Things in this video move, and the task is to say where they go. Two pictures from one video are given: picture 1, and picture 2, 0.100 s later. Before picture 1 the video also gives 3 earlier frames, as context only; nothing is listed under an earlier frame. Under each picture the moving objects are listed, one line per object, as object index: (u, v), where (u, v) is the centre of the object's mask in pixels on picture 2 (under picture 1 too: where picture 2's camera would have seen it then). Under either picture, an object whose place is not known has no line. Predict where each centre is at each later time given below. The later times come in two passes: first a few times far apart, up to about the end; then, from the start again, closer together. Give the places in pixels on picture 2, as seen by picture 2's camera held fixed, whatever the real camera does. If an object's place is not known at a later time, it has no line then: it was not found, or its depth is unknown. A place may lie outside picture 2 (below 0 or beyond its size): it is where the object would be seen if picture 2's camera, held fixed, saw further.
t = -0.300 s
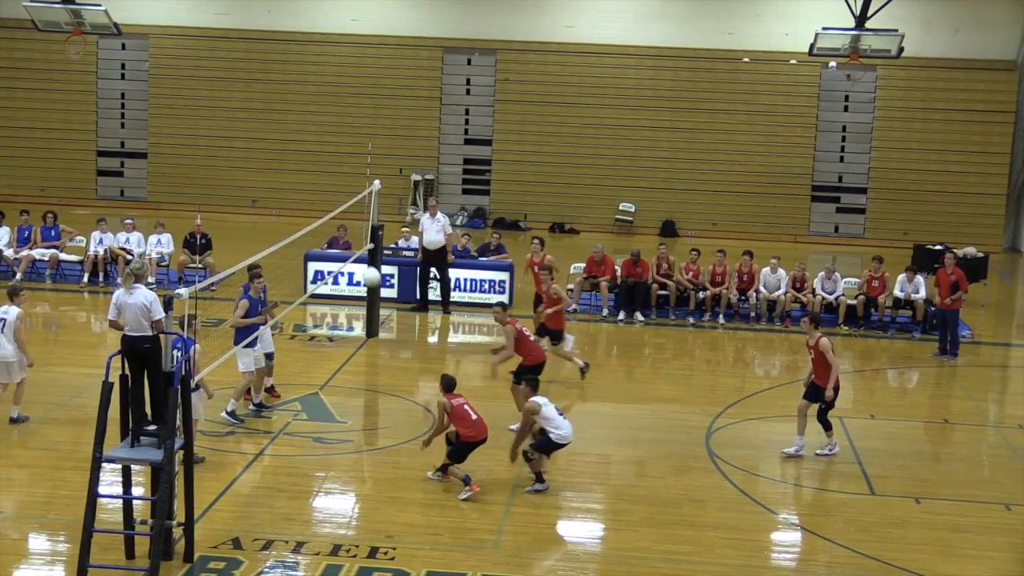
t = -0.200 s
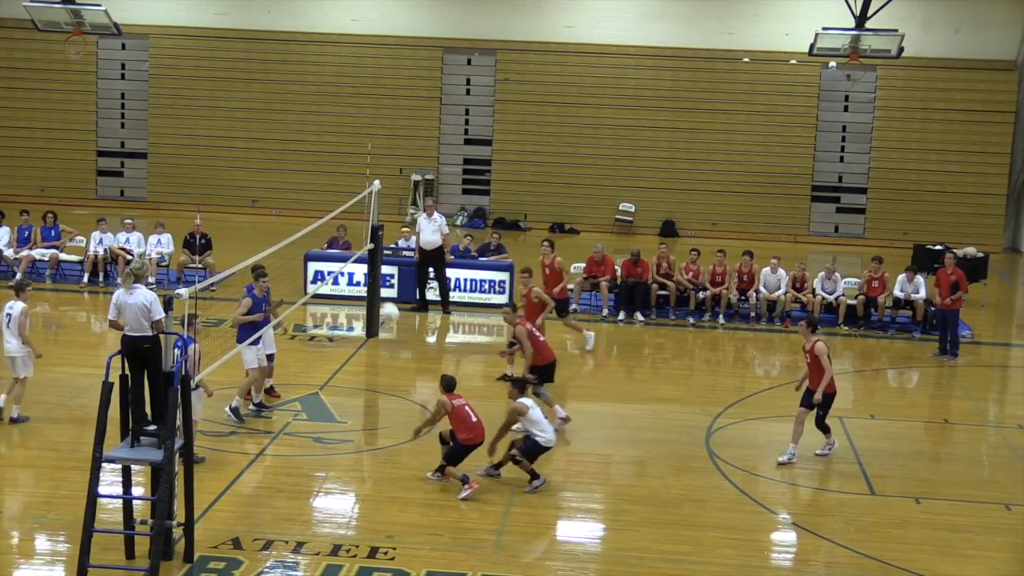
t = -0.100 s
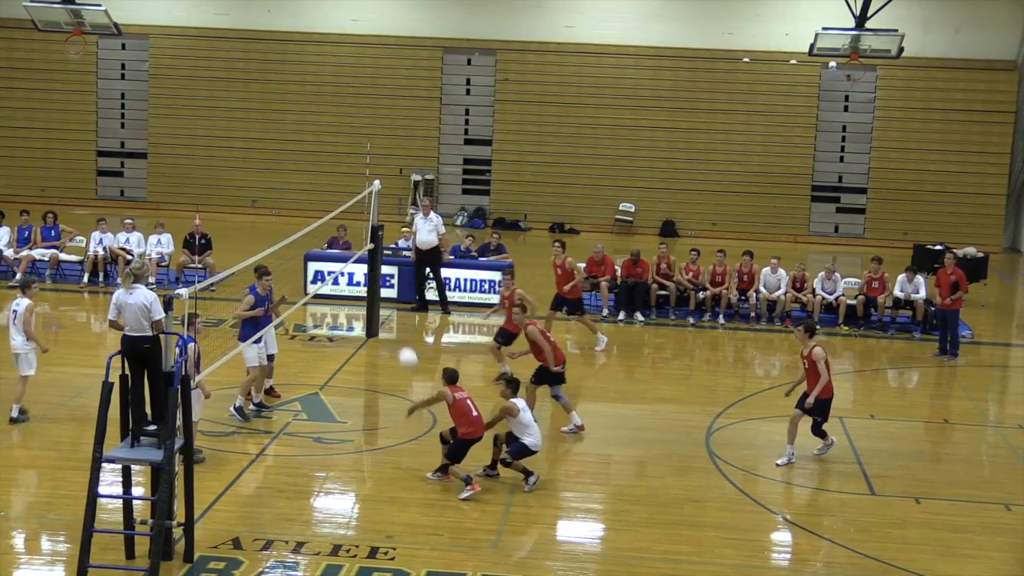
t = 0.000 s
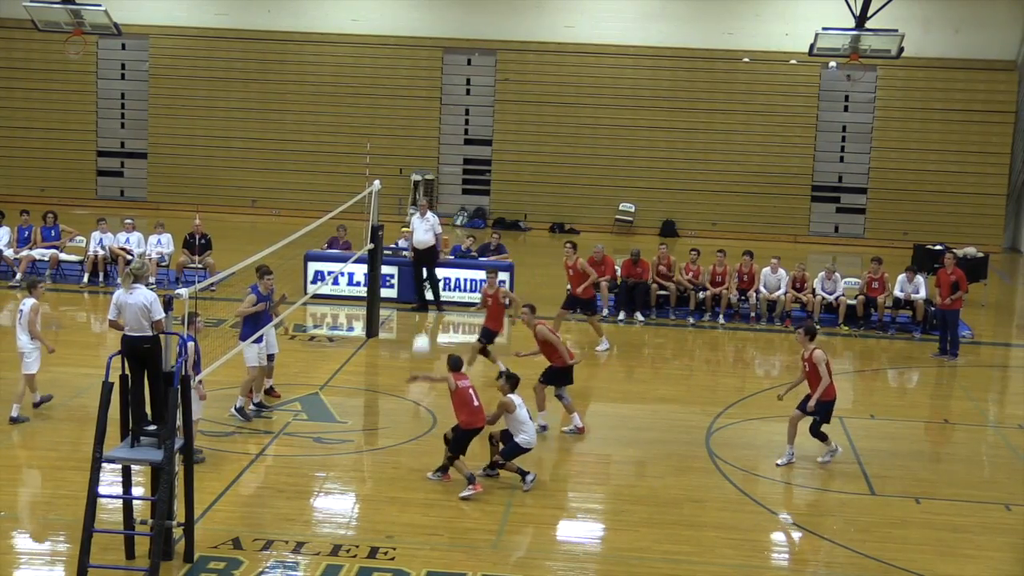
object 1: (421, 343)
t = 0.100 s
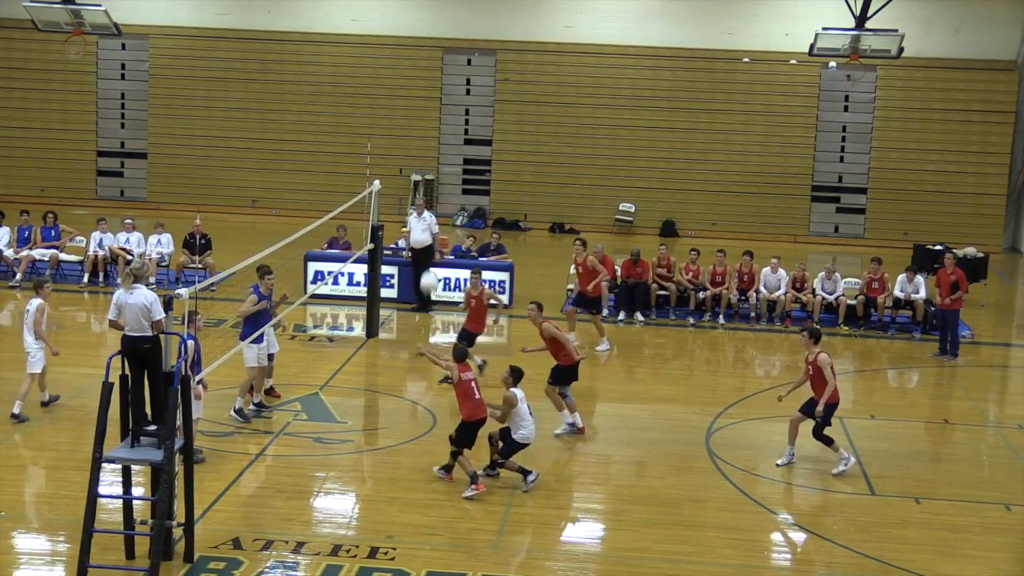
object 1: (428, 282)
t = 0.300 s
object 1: (444, 180)
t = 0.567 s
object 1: (462, 103)
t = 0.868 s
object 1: (480, 89)
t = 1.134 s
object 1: (492, 141)
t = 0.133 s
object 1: (432, 261)
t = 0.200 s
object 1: (436, 225)
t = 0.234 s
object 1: (439, 209)
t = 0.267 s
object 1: (442, 194)
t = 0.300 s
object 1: (444, 180)
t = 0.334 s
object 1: (446, 167)
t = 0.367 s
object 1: (449, 155)
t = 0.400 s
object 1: (451, 144)
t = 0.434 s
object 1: (453, 134)
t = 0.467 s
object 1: (456, 125)
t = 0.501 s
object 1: (458, 116)
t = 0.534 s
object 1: (460, 109)
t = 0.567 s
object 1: (462, 103)
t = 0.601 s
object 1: (464, 98)
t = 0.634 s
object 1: (467, 94)
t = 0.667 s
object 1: (468, 91)
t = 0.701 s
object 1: (470, 88)
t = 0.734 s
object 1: (472, 87)
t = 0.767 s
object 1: (474, 86)
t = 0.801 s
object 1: (476, 86)
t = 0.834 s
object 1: (478, 87)
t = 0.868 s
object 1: (480, 89)
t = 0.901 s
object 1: (482, 93)
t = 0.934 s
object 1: (483, 97)
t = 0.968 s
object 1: (485, 103)
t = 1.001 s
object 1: (487, 108)
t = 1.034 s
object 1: (488, 115)
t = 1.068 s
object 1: (490, 123)
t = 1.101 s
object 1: (491, 131)
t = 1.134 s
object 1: (492, 141)
